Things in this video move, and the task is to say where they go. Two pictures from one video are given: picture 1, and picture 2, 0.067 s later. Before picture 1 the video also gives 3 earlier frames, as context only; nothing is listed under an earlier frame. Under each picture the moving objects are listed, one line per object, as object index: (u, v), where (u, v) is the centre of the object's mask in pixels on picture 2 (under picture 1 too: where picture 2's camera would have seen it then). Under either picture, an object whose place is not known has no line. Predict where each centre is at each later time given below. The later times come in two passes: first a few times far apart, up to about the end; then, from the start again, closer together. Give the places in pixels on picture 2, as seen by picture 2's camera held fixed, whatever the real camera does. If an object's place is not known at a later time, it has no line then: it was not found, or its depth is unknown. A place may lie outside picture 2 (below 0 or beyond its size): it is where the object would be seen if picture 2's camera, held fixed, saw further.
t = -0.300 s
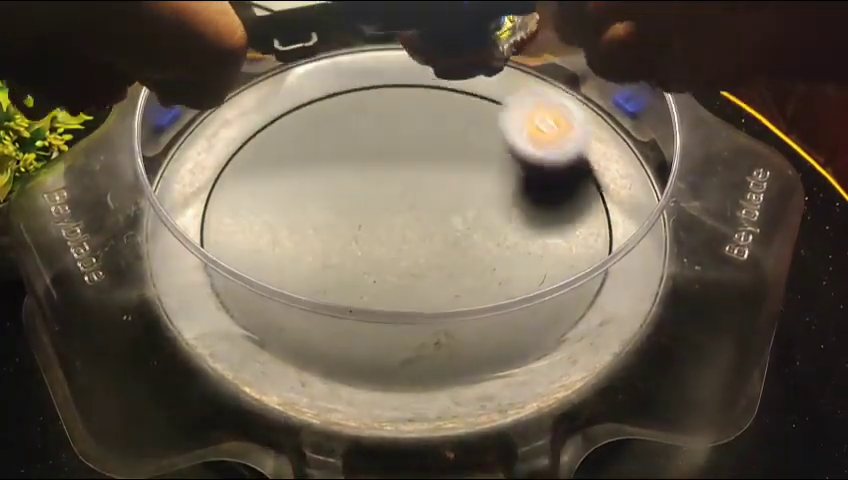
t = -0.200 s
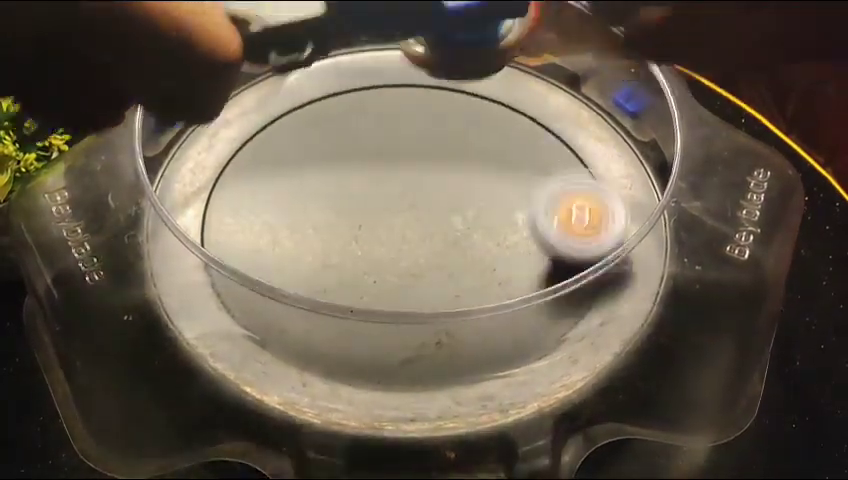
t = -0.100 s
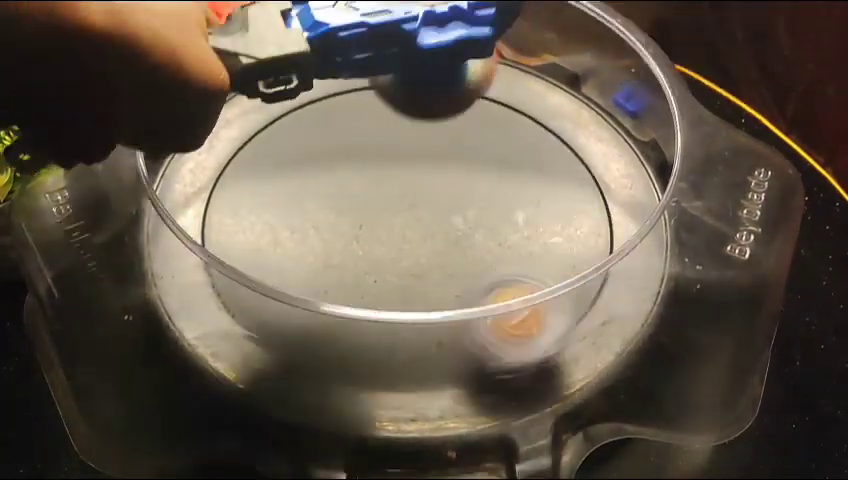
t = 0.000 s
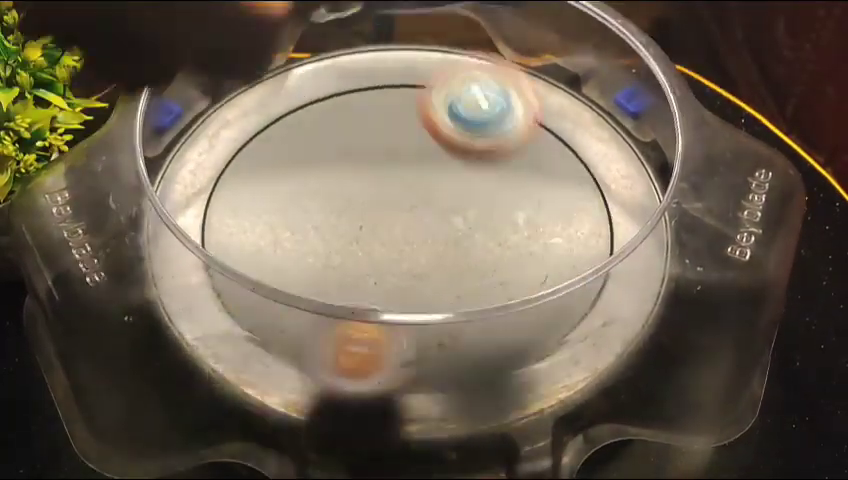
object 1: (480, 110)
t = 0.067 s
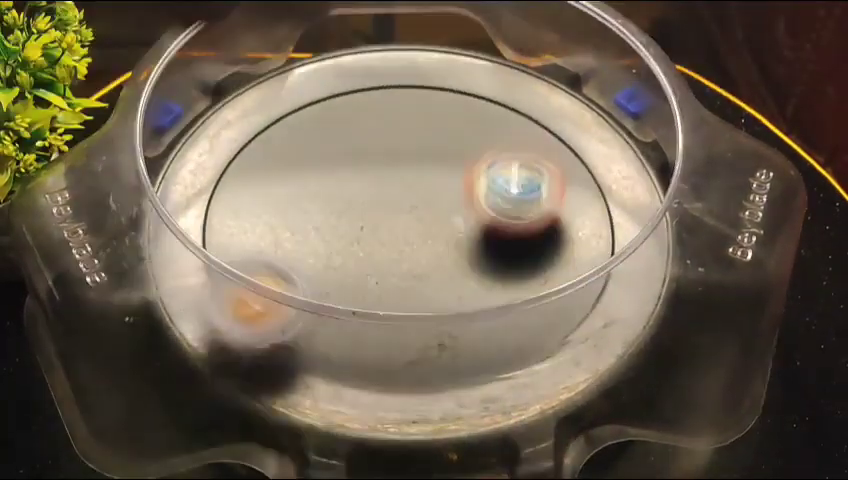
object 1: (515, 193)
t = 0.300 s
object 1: (425, 47)
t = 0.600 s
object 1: (549, 163)
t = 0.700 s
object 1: (588, 188)
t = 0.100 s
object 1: (513, 127)
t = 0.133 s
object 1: (514, 71)
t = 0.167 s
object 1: (511, 35)
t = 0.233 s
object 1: (487, 28)
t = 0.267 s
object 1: (459, 55)
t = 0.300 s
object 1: (425, 47)
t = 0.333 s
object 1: (436, 32)
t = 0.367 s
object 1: (448, 27)
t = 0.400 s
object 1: (460, 29)
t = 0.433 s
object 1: (470, 41)
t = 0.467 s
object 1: (480, 73)
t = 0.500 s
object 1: (486, 123)
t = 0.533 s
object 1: (498, 121)
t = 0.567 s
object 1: (524, 136)
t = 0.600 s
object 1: (549, 163)
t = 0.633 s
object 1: (566, 164)
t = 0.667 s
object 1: (580, 171)
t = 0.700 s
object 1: (588, 188)
